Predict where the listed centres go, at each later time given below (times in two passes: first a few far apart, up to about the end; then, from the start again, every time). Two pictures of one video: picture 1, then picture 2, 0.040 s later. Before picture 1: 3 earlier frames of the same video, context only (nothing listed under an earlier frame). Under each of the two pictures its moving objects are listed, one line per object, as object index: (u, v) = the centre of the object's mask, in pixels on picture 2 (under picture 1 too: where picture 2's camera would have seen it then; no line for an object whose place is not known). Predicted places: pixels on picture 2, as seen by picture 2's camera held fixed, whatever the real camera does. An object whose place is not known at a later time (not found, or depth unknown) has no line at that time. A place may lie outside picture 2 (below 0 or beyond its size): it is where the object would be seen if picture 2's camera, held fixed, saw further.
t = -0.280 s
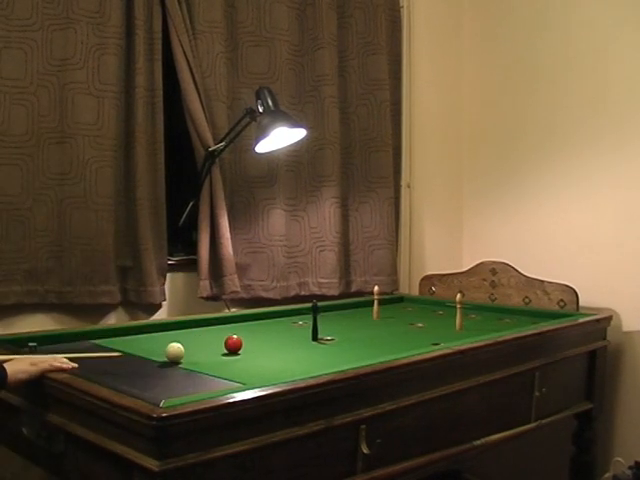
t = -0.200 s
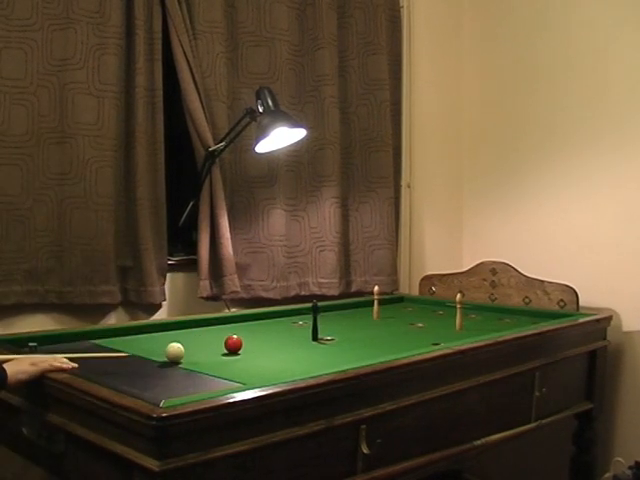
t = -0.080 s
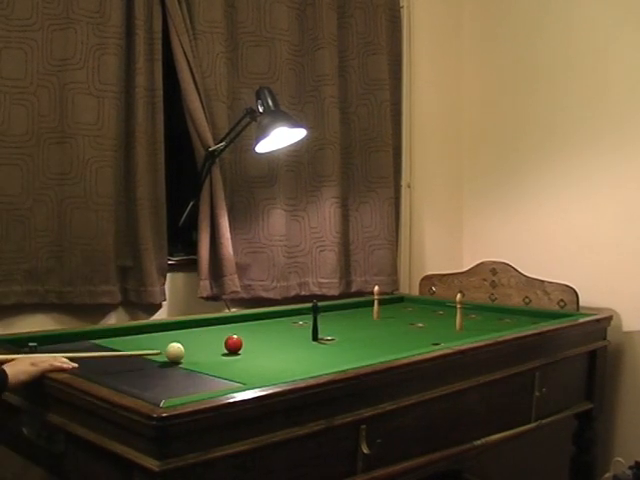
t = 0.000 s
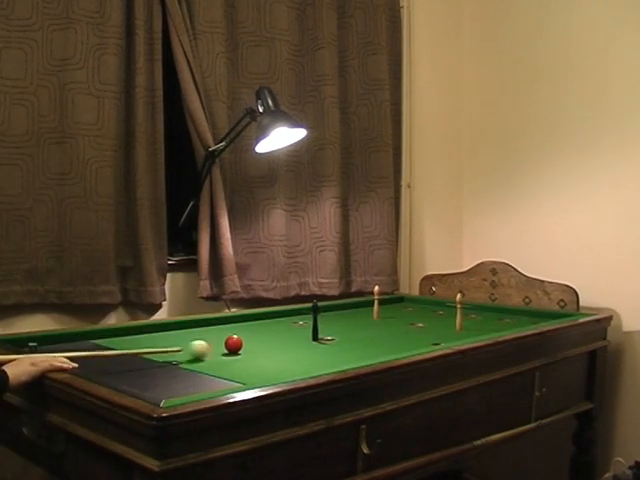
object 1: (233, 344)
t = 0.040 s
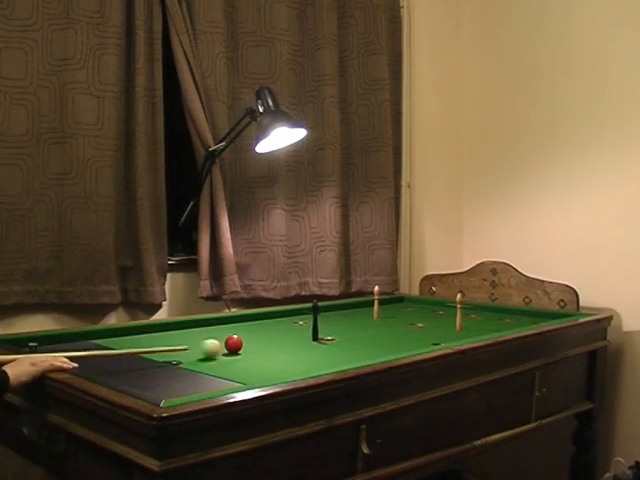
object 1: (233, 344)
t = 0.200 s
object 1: (238, 339)
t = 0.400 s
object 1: (251, 336)
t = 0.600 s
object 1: (261, 332)
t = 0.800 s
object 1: (270, 328)
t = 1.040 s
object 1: (279, 324)
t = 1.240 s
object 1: (285, 322)
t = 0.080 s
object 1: (236, 343)
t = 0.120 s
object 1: (239, 339)
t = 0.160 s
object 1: (236, 337)
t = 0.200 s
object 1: (238, 339)
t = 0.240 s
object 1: (242, 340)
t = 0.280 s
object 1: (245, 339)
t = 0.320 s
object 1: (247, 338)
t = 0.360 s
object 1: (249, 337)
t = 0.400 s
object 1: (251, 336)
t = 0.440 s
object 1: (253, 335)
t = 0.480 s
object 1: (256, 334)
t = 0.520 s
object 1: (258, 333)
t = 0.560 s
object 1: (259, 333)
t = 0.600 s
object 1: (261, 332)
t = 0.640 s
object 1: (263, 331)
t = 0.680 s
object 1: (265, 330)
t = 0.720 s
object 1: (266, 330)
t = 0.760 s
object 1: (268, 329)
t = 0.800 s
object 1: (270, 328)
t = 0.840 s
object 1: (271, 327)
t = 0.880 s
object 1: (273, 327)
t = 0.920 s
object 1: (274, 326)
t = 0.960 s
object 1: (276, 326)
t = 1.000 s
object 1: (277, 325)
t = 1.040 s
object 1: (279, 324)
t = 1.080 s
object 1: (280, 324)
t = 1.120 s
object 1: (282, 323)
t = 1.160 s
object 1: (283, 323)
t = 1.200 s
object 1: (284, 322)
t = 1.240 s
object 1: (285, 322)
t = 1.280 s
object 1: (287, 321)
